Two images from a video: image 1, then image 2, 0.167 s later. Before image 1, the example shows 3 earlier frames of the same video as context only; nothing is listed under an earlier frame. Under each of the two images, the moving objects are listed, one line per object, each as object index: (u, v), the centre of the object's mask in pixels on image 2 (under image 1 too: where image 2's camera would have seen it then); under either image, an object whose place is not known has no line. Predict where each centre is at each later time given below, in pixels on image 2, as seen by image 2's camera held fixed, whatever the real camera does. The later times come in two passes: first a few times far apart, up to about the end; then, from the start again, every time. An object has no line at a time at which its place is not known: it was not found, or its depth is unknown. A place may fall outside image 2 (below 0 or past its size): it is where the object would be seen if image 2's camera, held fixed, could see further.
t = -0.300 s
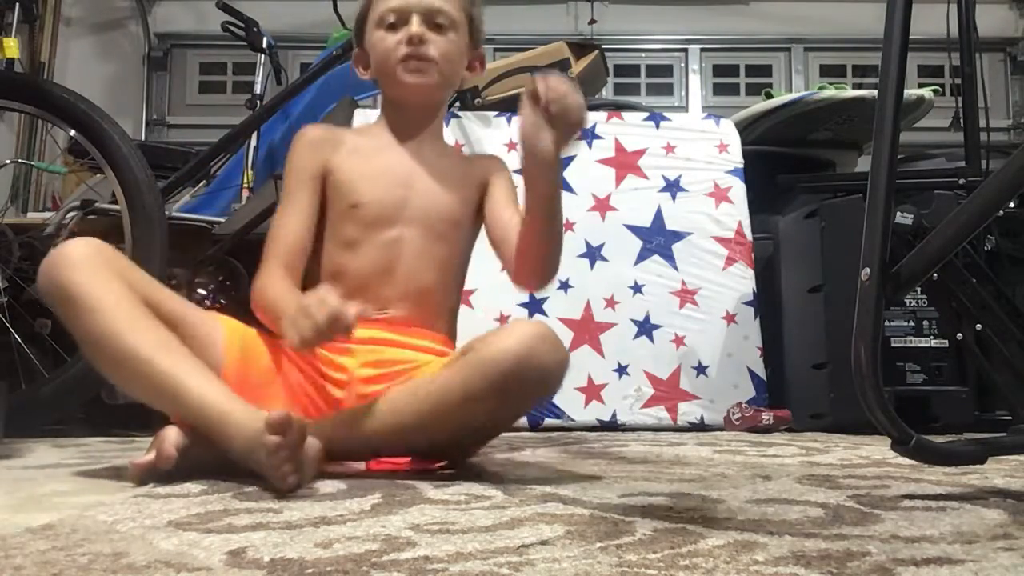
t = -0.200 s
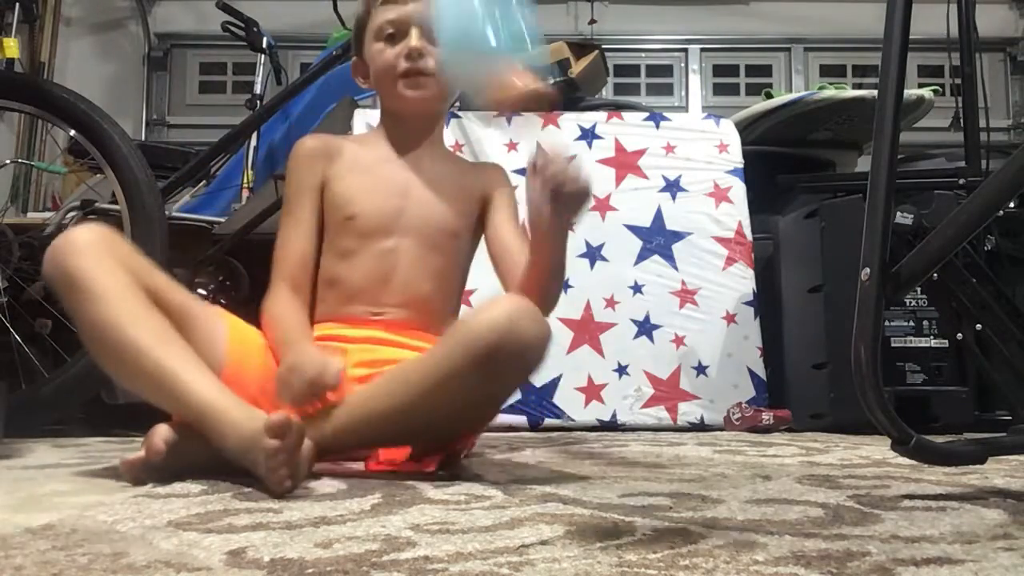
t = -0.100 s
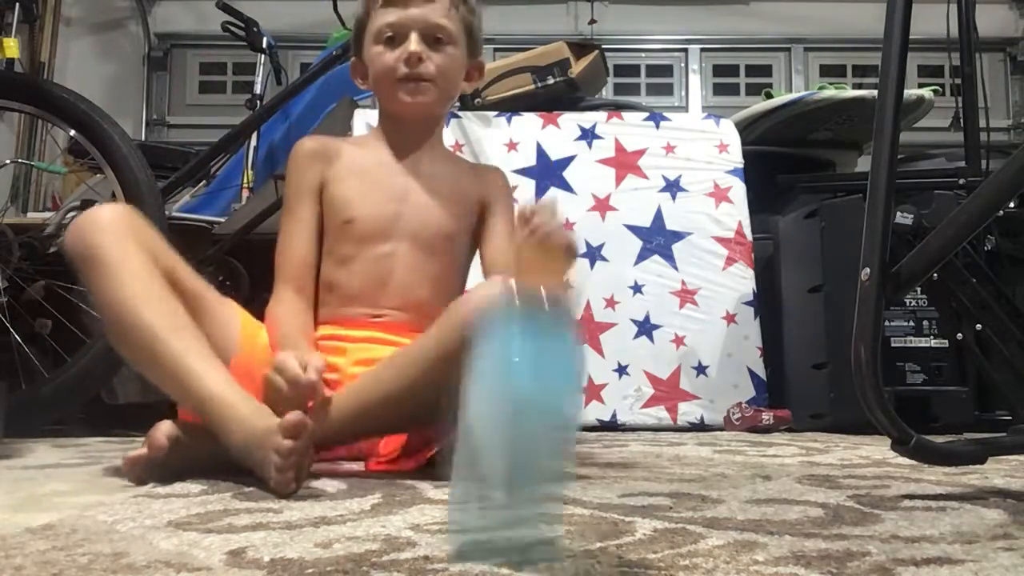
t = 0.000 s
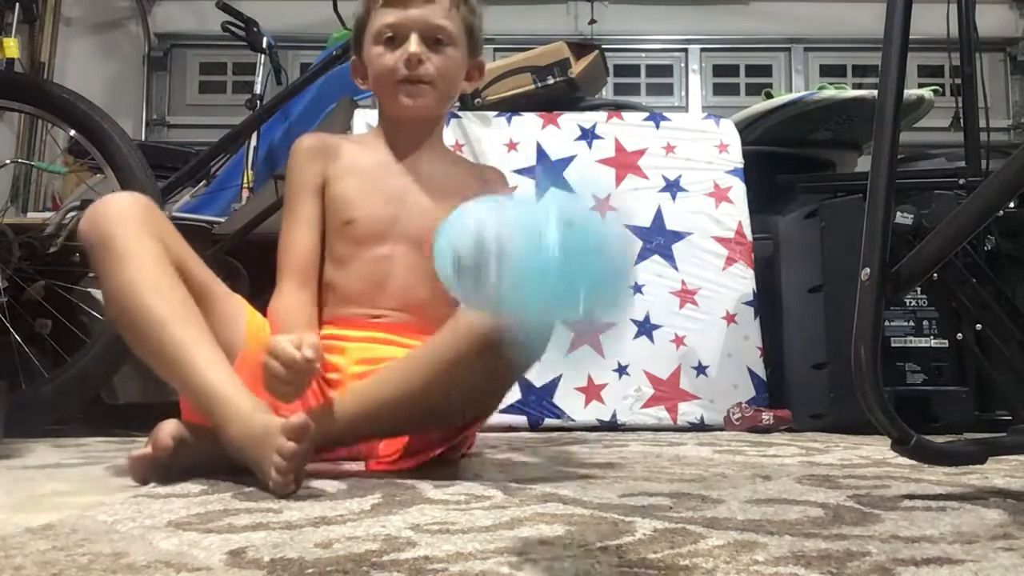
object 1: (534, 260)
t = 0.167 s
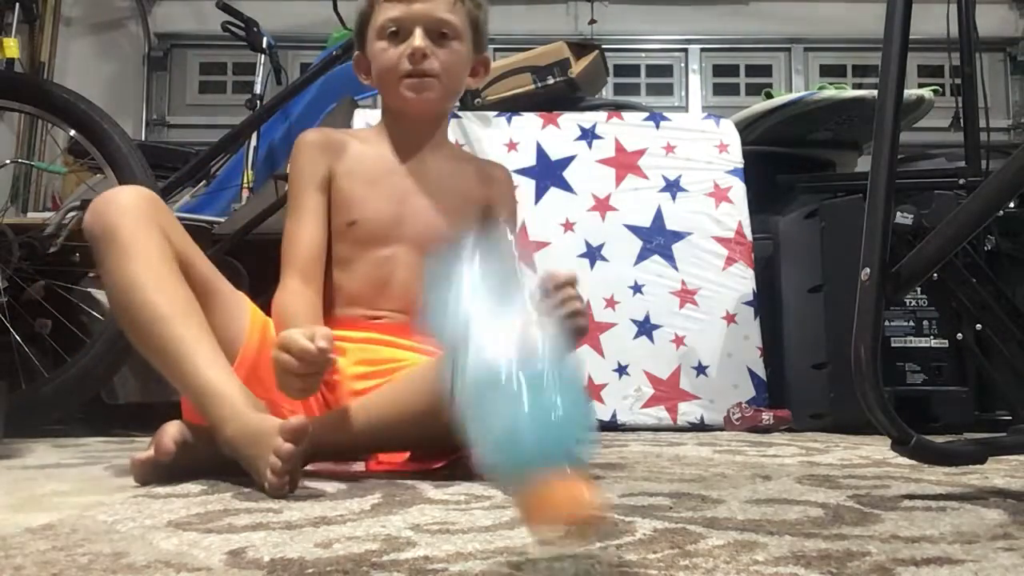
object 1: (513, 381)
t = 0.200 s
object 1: (519, 459)
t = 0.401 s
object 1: (446, 512)
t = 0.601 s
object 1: (442, 512)
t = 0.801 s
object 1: (446, 513)
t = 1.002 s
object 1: (446, 513)
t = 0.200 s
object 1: (519, 459)
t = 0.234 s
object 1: (508, 509)
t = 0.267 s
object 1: (489, 495)
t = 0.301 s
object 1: (476, 491)
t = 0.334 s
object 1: (466, 496)
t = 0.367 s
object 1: (455, 512)
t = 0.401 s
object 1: (446, 512)
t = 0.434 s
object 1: (439, 512)
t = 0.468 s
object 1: (437, 512)
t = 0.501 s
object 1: (437, 512)
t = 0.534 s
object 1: (439, 512)
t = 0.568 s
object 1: (440, 512)
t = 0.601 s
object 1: (442, 512)
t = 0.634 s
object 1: (443, 512)
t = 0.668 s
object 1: (444, 513)
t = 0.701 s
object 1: (445, 513)
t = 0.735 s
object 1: (446, 513)
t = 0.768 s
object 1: (446, 513)
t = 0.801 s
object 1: (446, 513)
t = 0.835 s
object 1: (445, 513)
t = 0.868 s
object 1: (445, 513)
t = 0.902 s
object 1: (445, 513)
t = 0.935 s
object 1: (445, 513)
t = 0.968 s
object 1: (445, 513)
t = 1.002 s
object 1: (446, 513)
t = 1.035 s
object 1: (446, 513)
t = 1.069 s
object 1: (446, 513)
